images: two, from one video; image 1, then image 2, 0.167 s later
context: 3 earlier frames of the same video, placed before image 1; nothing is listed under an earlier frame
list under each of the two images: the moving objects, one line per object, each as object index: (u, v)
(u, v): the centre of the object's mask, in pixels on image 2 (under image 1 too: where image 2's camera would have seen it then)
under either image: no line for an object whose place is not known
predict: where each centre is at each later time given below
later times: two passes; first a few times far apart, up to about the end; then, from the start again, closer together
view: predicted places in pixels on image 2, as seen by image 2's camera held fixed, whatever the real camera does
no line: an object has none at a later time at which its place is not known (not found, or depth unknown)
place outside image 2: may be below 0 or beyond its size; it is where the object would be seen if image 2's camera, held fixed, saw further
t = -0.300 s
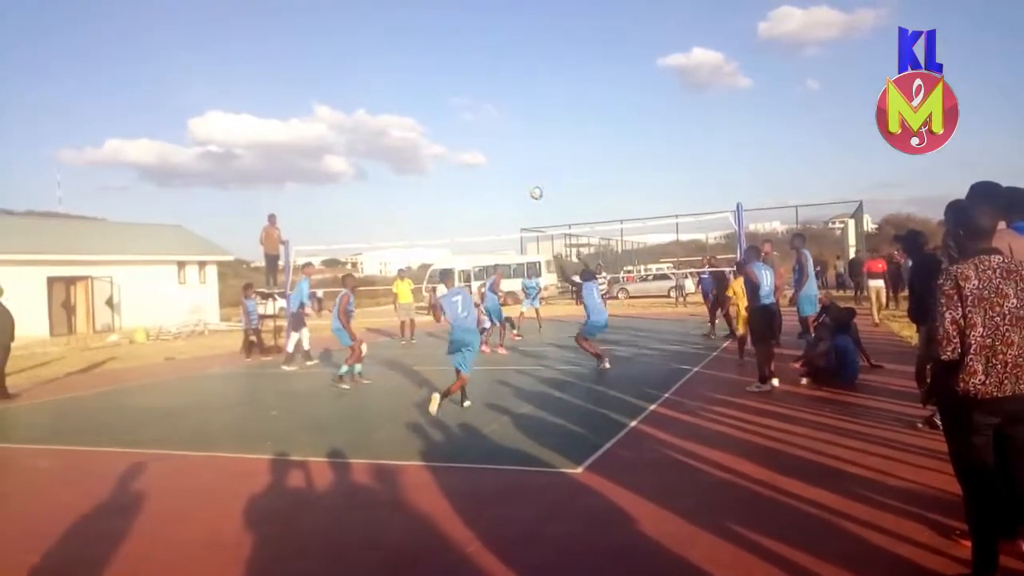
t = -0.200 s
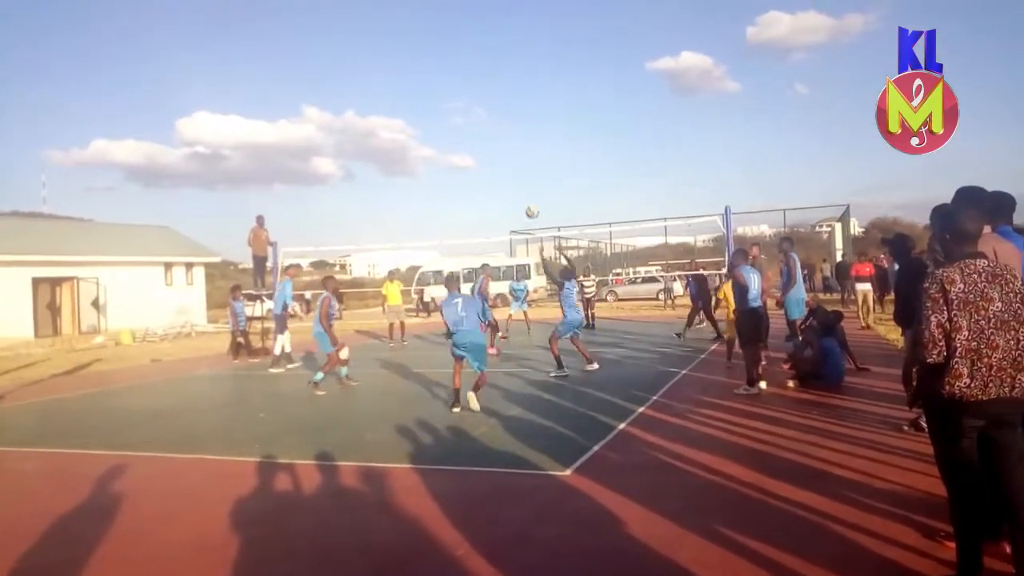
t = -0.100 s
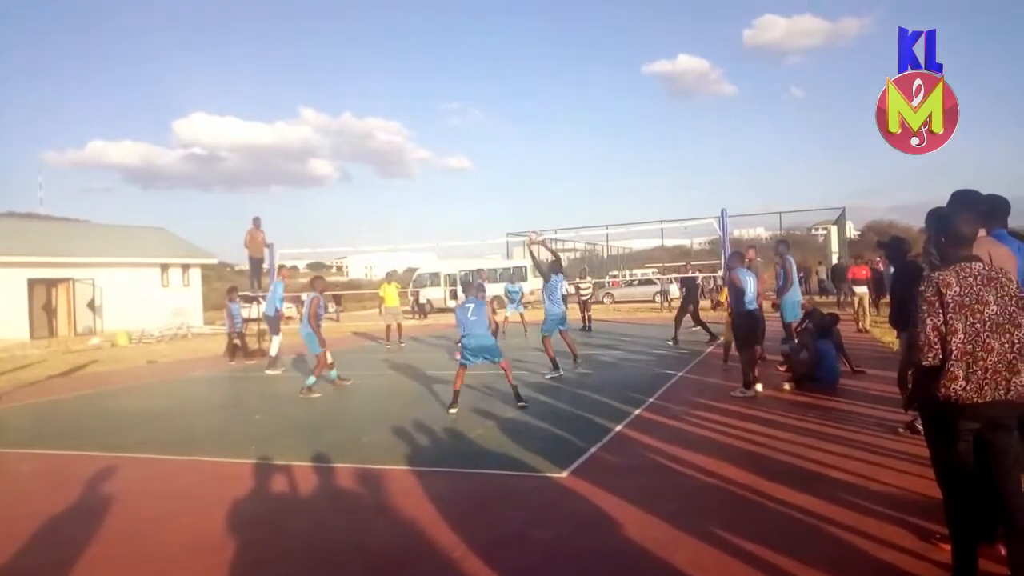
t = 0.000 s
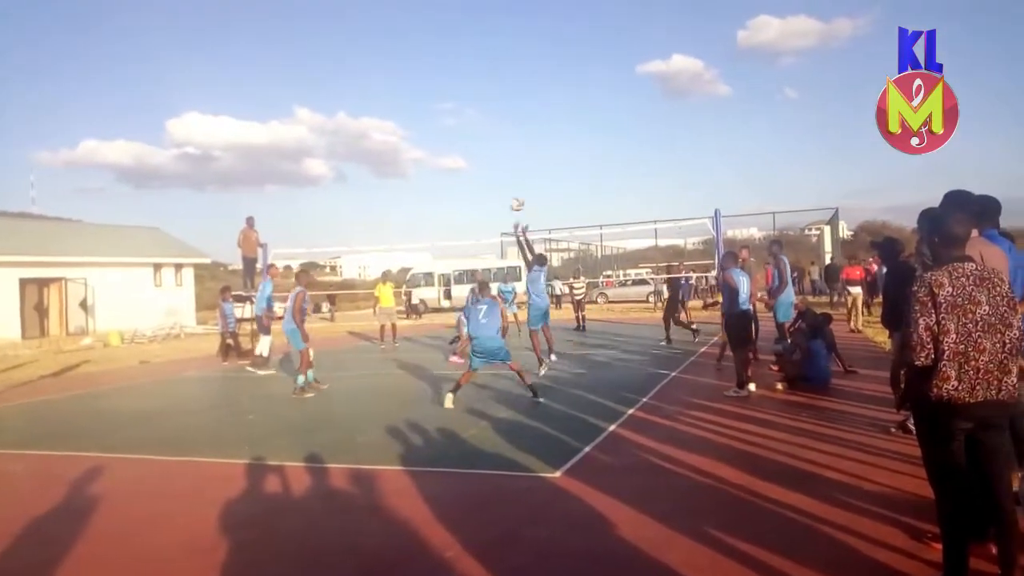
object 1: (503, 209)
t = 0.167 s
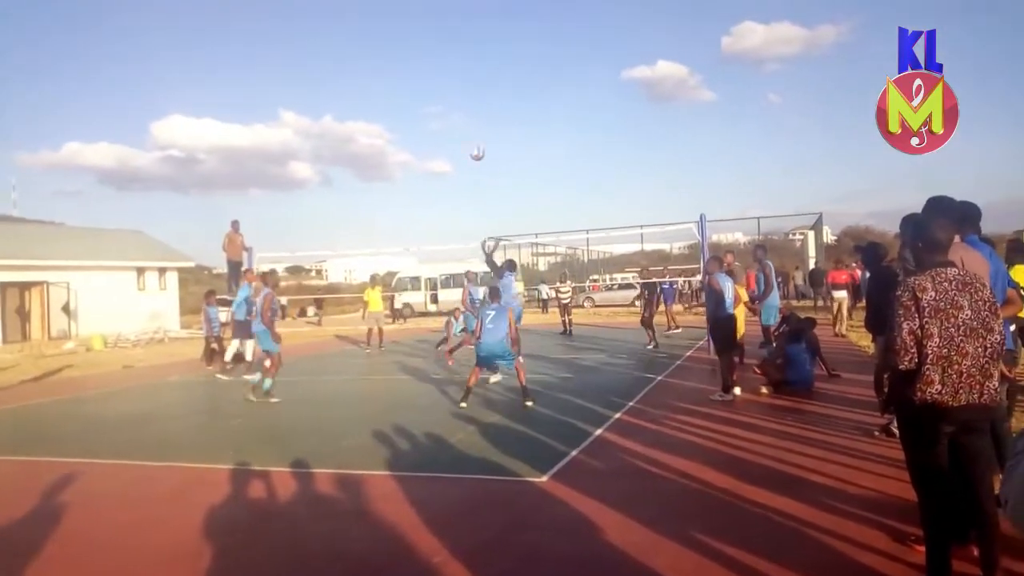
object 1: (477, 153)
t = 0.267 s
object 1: (460, 129)
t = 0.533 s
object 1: (424, 96)
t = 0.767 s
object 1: (394, 110)
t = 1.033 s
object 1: (363, 169)
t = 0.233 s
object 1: (466, 136)
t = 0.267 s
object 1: (460, 129)
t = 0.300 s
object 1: (457, 122)
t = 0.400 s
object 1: (442, 107)
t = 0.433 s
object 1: (437, 103)
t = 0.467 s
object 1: (433, 100)
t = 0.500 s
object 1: (428, 98)
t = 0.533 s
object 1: (424, 96)
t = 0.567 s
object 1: (419, 96)
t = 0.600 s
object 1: (416, 97)
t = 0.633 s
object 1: (412, 98)
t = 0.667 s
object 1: (407, 99)
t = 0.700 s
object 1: (402, 102)
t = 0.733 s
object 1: (398, 106)
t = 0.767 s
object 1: (394, 110)
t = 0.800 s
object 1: (390, 115)
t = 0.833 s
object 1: (386, 120)
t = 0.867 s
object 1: (383, 127)
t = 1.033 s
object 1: (363, 169)
